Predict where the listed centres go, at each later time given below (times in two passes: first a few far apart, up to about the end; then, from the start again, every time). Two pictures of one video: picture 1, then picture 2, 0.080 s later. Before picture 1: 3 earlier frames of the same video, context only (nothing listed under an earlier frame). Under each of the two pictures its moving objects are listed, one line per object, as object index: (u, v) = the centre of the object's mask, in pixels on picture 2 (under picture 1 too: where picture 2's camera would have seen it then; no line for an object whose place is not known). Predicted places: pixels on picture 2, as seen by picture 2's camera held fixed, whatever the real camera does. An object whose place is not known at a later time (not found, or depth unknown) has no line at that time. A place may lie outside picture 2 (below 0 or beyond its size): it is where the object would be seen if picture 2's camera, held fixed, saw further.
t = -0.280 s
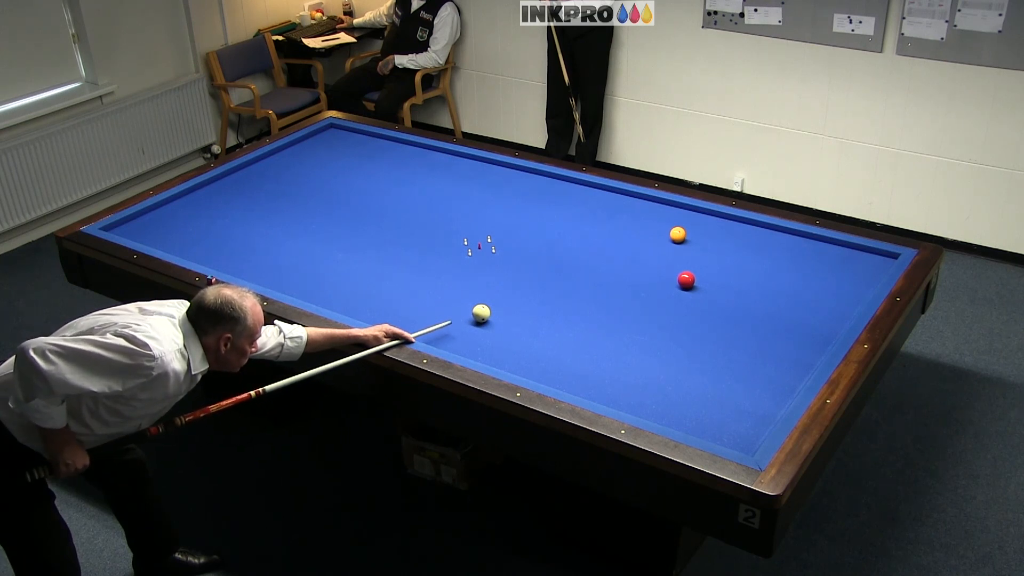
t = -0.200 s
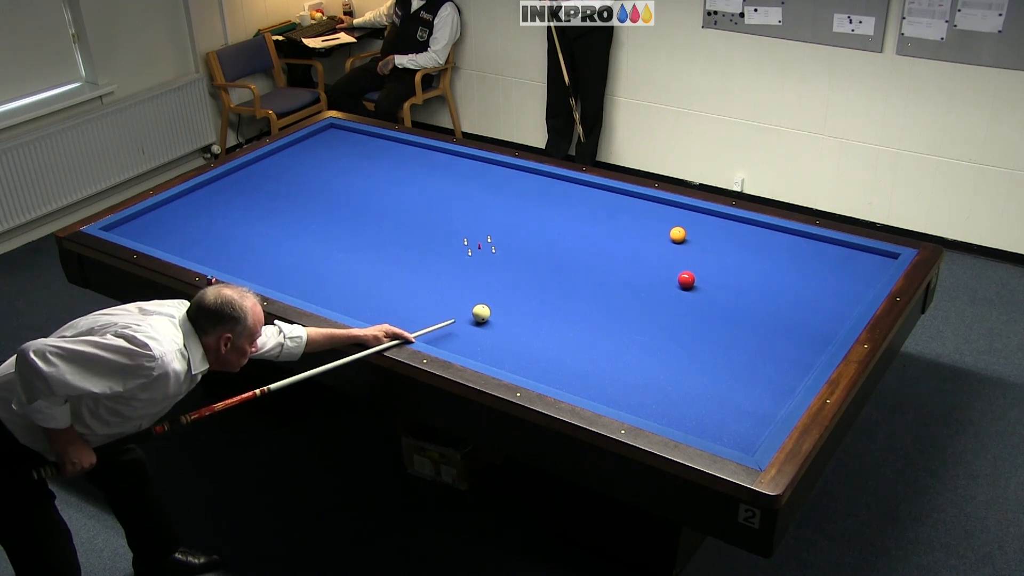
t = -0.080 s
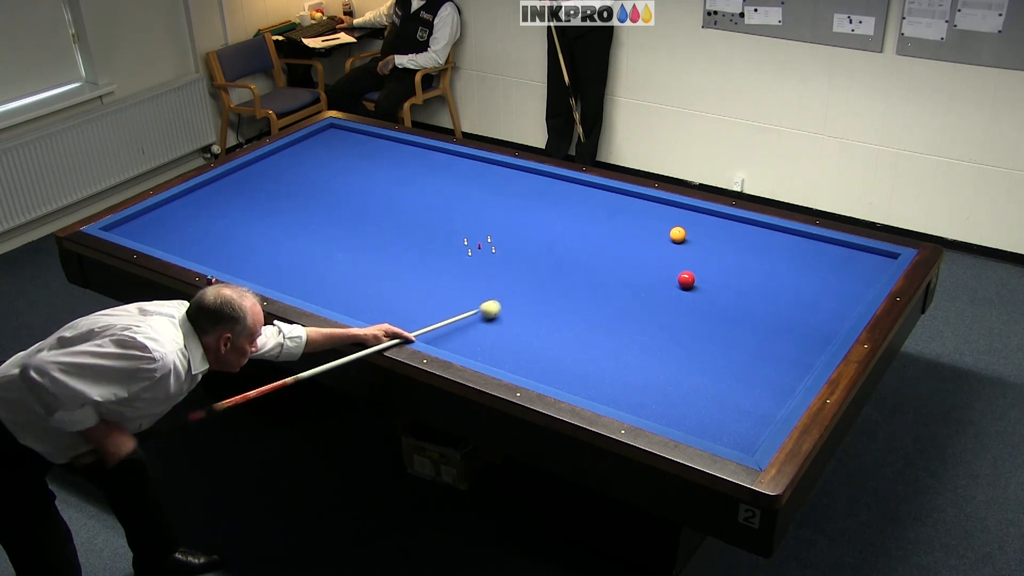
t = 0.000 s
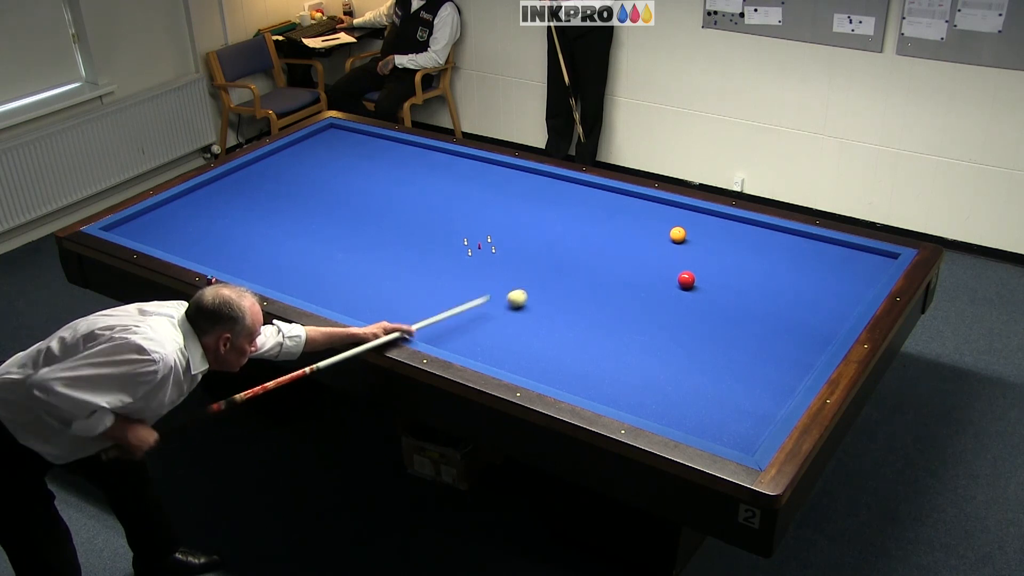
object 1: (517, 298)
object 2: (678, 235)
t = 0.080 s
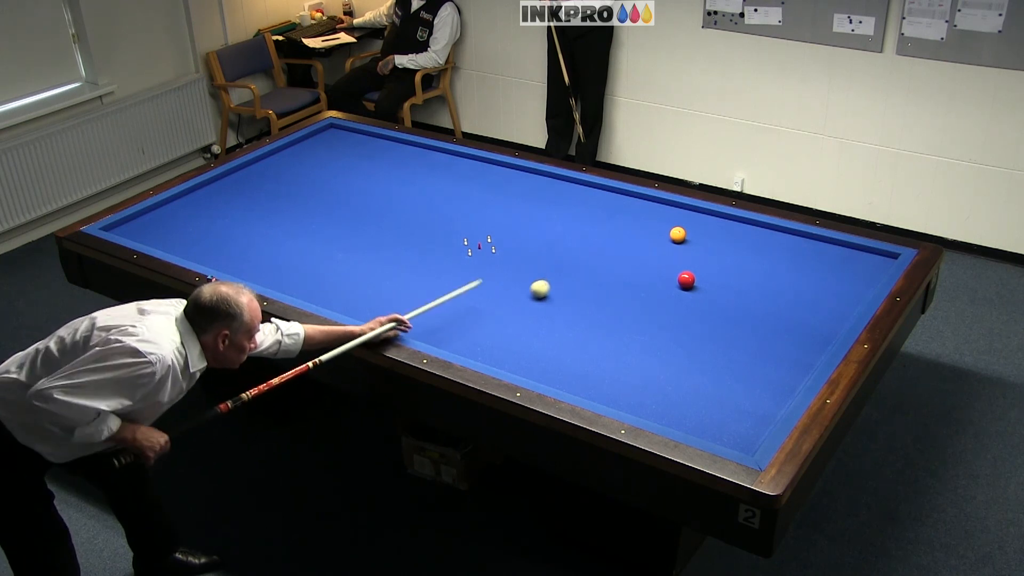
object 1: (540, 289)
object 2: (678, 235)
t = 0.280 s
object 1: (589, 268)
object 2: (678, 235)
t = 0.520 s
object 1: (644, 245)
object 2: (678, 235)
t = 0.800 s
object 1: (661, 225)
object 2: (717, 231)
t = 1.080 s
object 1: (663, 208)
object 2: (761, 226)
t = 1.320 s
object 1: (648, 204)
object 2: (776, 236)
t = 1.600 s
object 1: (620, 205)
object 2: (794, 248)
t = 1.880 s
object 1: (592, 207)
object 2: (812, 261)
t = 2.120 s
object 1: (569, 208)
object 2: (827, 271)
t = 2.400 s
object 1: (544, 209)
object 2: (844, 284)
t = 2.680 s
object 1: (519, 210)
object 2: (860, 296)
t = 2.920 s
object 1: (498, 211)
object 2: (847, 299)
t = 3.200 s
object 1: (475, 213)
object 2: (830, 302)
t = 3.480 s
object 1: (454, 214)
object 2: (815, 304)
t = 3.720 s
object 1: (435, 215)
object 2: (802, 306)
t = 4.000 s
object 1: (415, 216)
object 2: (788, 309)
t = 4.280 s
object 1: (396, 218)
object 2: (775, 311)
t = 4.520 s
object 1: (380, 219)
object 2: (765, 312)
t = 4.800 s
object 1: (363, 220)
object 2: (754, 314)
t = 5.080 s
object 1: (347, 221)
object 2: (743, 316)
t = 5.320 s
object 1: (333, 222)
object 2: (735, 317)
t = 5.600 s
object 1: (319, 223)
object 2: (726, 319)
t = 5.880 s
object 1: (305, 224)
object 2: (718, 320)
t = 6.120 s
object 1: (294, 225)
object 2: (712, 321)
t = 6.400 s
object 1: (282, 226)
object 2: (705, 322)
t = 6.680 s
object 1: (271, 227)
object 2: (700, 322)
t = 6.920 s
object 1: (262, 227)
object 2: (696, 323)
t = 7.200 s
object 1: (254, 228)
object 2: (693, 323)
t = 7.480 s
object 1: (246, 229)
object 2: (690, 323)
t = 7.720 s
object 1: (239, 229)
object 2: (689, 324)
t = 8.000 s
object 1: (233, 230)
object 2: (689, 324)
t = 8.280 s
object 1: (228, 230)
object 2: (689, 324)
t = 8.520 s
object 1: (225, 231)
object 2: (689, 324)
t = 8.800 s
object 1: (221, 231)
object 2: (689, 324)
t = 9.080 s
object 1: (219, 231)
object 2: (689, 324)
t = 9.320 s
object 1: (218, 232)
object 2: (689, 324)
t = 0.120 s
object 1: (550, 285)
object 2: (678, 235)
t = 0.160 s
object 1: (560, 280)
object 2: (678, 235)
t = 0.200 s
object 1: (570, 276)
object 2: (678, 235)
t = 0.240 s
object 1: (580, 272)
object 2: (678, 235)
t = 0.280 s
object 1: (589, 268)
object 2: (678, 235)
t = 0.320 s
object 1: (599, 264)
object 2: (678, 235)
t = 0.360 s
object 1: (608, 260)
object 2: (678, 235)
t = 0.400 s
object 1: (617, 256)
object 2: (678, 235)
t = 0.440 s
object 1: (626, 252)
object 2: (678, 235)
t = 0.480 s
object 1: (635, 249)
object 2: (678, 235)
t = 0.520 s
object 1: (644, 245)
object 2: (678, 235)
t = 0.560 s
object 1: (653, 241)
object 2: (678, 235)
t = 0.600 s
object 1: (661, 238)
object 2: (678, 235)
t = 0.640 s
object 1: (661, 235)
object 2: (685, 234)
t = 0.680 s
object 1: (660, 232)
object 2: (694, 233)
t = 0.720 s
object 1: (660, 230)
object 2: (703, 232)
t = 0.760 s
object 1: (660, 227)
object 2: (710, 231)
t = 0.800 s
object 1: (661, 225)
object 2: (717, 231)
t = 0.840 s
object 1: (661, 222)
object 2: (723, 230)
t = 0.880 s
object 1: (661, 220)
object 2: (730, 229)
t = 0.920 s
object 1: (662, 218)
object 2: (736, 229)
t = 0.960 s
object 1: (662, 215)
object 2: (742, 228)
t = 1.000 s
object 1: (662, 213)
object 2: (749, 227)
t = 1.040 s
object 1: (662, 211)
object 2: (755, 226)
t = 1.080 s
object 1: (663, 208)
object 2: (761, 226)
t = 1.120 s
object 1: (663, 206)
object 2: (764, 227)
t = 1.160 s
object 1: (663, 204)
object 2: (767, 229)
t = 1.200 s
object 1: (661, 203)
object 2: (769, 231)
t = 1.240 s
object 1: (657, 203)
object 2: (771, 233)
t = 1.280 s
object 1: (652, 204)
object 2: (774, 235)
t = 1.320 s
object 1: (648, 204)
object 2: (776, 236)
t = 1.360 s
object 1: (644, 204)
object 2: (779, 238)
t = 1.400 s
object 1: (640, 204)
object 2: (781, 240)
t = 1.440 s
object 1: (636, 204)
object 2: (784, 241)
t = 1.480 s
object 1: (632, 205)
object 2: (786, 243)
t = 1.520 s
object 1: (628, 205)
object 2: (789, 245)
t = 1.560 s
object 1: (624, 205)
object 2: (791, 247)
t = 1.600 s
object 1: (620, 205)
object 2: (794, 248)
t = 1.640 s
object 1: (616, 205)
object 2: (796, 250)
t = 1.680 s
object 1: (612, 206)
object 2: (799, 252)
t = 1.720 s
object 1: (608, 206)
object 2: (801, 254)
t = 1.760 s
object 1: (604, 206)
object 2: (804, 256)
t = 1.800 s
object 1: (600, 206)
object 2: (806, 258)
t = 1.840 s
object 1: (596, 207)
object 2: (809, 259)
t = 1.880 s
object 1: (592, 207)
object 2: (812, 261)
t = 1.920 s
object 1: (588, 207)
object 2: (814, 263)
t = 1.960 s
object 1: (584, 207)
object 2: (816, 264)
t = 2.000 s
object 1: (581, 207)
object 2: (819, 266)
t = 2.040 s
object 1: (577, 207)
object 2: (821, 268)
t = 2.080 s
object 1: (573, 208)
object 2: (824, 270)
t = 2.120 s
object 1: (569, 208)
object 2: (827, 271)
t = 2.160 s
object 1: (566, 208)
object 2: (829, 273)
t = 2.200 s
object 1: (562, 208)
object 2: (832, 275)
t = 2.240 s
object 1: (558, 208)
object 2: (834, 277)
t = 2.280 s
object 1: (555, 209)
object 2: (837, 279)
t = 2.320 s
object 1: (551, 209)
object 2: (839, 281)
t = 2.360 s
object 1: (547, 209)
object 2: (842, 283)
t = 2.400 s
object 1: (544, 209)
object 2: (844, 284)
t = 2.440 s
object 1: (540, 209)
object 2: (847, 286)
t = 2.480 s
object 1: (536, 210)
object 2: (849, 288)
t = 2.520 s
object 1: (533, 210)
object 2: (852, 290)
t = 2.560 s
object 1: (529, 210)
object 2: (854, 291)
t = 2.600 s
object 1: (526, 210)
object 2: (856, 293)
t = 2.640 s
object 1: (522, 210)
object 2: (859, 295)
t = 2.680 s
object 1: (519, 210)
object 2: (860, 296)
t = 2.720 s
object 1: (515, 211)
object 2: (858, 297)
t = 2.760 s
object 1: (512, 211)
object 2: (856, 297)
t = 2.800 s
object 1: (508, 211)
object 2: (854, 298)
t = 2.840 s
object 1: (505, 211)
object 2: (851, 298)
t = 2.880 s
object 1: (502, 211)
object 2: (849, 298)
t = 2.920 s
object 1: (498, 211)
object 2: (847, 299)
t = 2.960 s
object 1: (495, 212)
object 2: (844, 299)
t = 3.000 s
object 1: (492, 212)
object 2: (842, 299)
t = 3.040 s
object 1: (488, 212)
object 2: (839, 300)
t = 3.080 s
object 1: (485, 212)
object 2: (837, 300)
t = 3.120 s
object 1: (482, 213)
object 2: (835, 301)
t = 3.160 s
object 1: (479, 213)
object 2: (832, 301)
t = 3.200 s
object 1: (475, 213)
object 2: (830, 302)
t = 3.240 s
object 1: (472, 213)
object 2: (828, 302)
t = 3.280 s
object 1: (469, 213)
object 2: (826, 302)
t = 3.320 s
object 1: (466, 213)
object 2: (823, 302)
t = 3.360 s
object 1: (463, 213)
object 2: (821, 303)
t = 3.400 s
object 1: (460, 214)
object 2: (819, 303)
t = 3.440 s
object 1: (456, 214)
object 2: (817, 304)
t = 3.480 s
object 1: (454, 214)
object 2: (815, 304)
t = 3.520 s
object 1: (450, 214)
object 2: (813, 304)
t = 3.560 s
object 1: (447, 214)
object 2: (810, 305)
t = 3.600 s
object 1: (444, 215)
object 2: (808, 305)
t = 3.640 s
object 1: (441, 215)
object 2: (806, 306)
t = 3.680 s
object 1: (438, 215)
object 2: (804, 306)
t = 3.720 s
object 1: (435, 215)
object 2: (802, 306)
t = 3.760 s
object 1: (432, 215)
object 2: (800, 306)
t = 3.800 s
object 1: (430, 216)
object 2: (798, 307)
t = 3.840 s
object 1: (427, 216)
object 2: (796, 307)
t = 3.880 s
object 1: (424, 216)
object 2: (794, 308)
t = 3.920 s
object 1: (421, 216)
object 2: (792, 308)
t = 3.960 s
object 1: (418, 216)
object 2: (790, 308)
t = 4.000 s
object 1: (415, 216)
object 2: (788, 309)
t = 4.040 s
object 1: (413, 217)
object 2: (787, 309)
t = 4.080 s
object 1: (410, 217)
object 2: (785, 309)
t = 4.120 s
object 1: (407, 217)
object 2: (783, 310)
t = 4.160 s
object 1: (404, 217)
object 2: (781, 310)
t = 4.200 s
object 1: (401, 217)
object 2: (779, 310)
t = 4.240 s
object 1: (399, 217)
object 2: (777, 310)
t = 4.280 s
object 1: (396, 218)
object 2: (775, 311)
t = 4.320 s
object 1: (393, 218)
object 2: (774, 311)
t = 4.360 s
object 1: (391, 218)
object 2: (772, 311)
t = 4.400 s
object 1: (388, 218)
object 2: (770, 312)
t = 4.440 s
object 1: (386, 218)
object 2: (769, 312)
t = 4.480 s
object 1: (383, 219)
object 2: (767, 312)
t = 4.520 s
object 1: (380, 219)
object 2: (765, 312)
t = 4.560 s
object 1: (378, 219)
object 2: (763, 313)
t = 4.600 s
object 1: (375, 219)
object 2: (762, 313)
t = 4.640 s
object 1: (373, 219)
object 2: (760, 313)
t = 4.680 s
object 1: (370, 219)
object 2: (758, 314)
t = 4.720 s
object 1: (368, 219)
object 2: (757, 314)
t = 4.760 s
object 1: (365, 220)
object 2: (755, 314)
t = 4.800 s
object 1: (363, 220)
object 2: (754, 314)
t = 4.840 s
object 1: (360, 220)
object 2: (752, 314)
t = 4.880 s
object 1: (358, 220)
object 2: (751, 315)
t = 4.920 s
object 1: (356, 220)
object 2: (749, 315)
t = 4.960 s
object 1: (353, 220)
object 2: (747, 315)
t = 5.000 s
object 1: (351, 221)
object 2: (746, 316)
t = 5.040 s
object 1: (349, 221)
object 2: (745, 316)
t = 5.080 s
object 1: (347, 221)
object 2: (743, 316)
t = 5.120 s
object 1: (344, 221)
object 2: (742, 316)
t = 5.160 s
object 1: (342, 221)
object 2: (740, 316)
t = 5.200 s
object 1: (340, 221)
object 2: (739, 317)
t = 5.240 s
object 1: (338, 221)
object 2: (738, 317)
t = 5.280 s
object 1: (335, 222)
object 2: (736, 317)
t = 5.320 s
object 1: (333, 222)
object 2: (735, 317)
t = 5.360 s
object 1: (331, 222)
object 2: (733, 318)
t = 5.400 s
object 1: (329, 222)
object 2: (732, 318)
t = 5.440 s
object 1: (327, 222)
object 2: (731, 318)
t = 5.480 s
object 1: (325, 223)
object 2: (729, 318)
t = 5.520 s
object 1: (323, 223)
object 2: (728, 318)
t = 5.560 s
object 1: (321, 223)
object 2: (727, 318)
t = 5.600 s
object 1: (319, 223)
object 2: (726, 319)
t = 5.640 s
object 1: (317, 223)
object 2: (725, 319)
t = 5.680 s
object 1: (315, 223)
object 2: (724, 319)
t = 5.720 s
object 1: (313, 223)
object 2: (722, 319)
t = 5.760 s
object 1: (311, 224)
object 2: (721, 319)
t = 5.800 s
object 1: (309, 224)
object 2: (720, 320)
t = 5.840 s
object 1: (307, 224)
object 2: (719, 320)
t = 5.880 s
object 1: (305, 224)
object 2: (718, 320)
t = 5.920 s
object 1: (303, 224)
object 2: (717, 320)
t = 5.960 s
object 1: (301, 224)
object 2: (716, 320)
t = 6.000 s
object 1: (299, 224)
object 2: (715, 320)
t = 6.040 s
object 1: (297, 225)
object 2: (714, 320)
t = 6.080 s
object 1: (296, 225)
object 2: (713, 321)
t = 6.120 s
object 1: (294, 225)
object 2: (712, 321)
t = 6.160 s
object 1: (292, 225)
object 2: (711, 321)
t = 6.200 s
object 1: (290, 225)
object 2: (710, 321)
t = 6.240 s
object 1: (289, 225)
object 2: (709, 321)
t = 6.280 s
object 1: (287, 225)
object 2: (708, 321)
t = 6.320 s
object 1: (285, 225)
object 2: (707, 321)
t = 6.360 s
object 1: (284, 226)
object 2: (706, 321)
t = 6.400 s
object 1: (282, 226)
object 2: (705, 322)
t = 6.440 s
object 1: (280, 226)
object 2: (704, 322)
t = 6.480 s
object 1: (279, 226)
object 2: (704, 322)
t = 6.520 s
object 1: (277, 226)
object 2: (703, 322)
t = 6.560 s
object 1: (276, 226)
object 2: (702, 322)
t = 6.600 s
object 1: (274, 226)
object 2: (701, 322)
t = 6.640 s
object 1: (273, 227)
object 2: (701, 322)
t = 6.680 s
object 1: (271, 227)
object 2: (700, 322)
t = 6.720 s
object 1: (270, 227)
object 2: (699, 322)
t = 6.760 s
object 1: (268, 227)
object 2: (699, 322)
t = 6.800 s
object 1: (267, 227)
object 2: (698, 322)
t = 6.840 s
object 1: (265, 227)
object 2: (697, 322)
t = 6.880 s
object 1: (264, 227)
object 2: (697, 322)
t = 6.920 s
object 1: (262, 227)
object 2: (696, 323)
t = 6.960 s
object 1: (261, 227)
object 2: (696, 323)
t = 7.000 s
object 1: (260, 228)
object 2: (695, 323)
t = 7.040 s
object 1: (258, 228)
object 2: (695, 323)
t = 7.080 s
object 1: (257, 228)
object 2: (694, 323)
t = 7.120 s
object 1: (256, 228)
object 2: (694, 323)
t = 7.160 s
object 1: (255, 228)
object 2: (693, 323)
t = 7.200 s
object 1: (254, 228)
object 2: (693, 323)
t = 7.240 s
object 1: (252, 228)
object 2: (692, 323)
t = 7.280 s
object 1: (251, 228)
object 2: (692, 323)
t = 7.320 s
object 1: (250, 228)
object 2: (692, 323)
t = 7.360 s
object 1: (249, 228)
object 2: (691, 323)
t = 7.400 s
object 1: (248, 229)
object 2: (691, 323)
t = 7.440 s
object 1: (247, 229)
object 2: (691, 323)
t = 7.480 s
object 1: (246, 229)
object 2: (690, 323)
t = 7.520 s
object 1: (245, 229)
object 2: (690, 323)
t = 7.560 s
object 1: (243, 229)
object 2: (690, 323)
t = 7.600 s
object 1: (242, 229)
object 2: (689, 323)
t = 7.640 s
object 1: (241, 229)
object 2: (689, 324)
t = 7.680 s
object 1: (241, 229)
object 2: (689, 324)
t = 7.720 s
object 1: (239, 229)
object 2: (689, 324)
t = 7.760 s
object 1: (238, 230)
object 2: (689, 324)
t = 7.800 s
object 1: (238, 230)
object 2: (689, 324)
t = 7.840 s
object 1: (237, 230)
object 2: (689, 324)
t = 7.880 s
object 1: (236, 230)
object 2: (689, 324)
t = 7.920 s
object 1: (235, 230)
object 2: (689, 323)
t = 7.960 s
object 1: (234, 230)
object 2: (689, 324)
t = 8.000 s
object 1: (233, 230)
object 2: (689, 324)
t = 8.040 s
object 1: (233, 230)
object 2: (689, 324)
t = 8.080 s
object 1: (232, 230)
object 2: (689, 324)
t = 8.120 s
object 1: (231, 230)
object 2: (689, 324)
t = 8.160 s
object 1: (230, 230)
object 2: (689, 324)
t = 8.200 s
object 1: (230, 230)
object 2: (689, 324)
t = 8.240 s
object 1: (229, 230)
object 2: (689, 324)
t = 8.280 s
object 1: (228, 230)
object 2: (689, 324)
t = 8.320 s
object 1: (228, 230)
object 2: (689, 324)
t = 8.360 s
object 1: (227, 231)
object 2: (689, 324)
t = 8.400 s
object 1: (226, 231)
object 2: (689, 324)
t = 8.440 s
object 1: (226, 231)
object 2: (689, 324)
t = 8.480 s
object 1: (225, 231)
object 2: (689, 324)
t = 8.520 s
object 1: (225, 231)
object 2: (689, 324)
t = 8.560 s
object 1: (224, 231)
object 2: (689, 324)
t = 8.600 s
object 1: (224, 231)
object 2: (689, 324)
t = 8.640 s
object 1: (223, 231)
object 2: (689, 324)
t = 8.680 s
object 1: (223, 231)
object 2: (689, 324)
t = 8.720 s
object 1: (223, 231)
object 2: (689, 324)
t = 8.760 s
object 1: (222, 231)
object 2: (689, 324)
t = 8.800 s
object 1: (221, 231)
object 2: (689, 324)
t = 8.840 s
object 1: (221, 231)
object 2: (689, 324)
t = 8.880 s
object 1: (221, 231)
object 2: (689, 324)
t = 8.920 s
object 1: (220, 231)
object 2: (689, 324)
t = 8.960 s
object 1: (220, 231)
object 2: (689, 324)
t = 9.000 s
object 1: (220, 231)
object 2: (689, 323)
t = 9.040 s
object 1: (219, 231)
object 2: (689, 323)
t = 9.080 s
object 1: (219, 231)
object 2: (689, 324)
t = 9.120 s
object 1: (219, 232)
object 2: (689, 324)
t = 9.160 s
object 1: (219, 232)
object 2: (689, 324)
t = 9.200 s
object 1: (218, 232)
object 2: (689, 324)
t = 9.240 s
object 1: (218, 232)
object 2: (689, 324)
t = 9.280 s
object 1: (218, 232)
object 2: (689, 324)
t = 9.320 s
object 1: (218, 232)
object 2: (689, 324)
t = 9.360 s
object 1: (218, 232)
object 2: (689, 324)
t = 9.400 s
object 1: (218, 232)
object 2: (689, 324)
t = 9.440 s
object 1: (217, 232)
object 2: (689, 324)
